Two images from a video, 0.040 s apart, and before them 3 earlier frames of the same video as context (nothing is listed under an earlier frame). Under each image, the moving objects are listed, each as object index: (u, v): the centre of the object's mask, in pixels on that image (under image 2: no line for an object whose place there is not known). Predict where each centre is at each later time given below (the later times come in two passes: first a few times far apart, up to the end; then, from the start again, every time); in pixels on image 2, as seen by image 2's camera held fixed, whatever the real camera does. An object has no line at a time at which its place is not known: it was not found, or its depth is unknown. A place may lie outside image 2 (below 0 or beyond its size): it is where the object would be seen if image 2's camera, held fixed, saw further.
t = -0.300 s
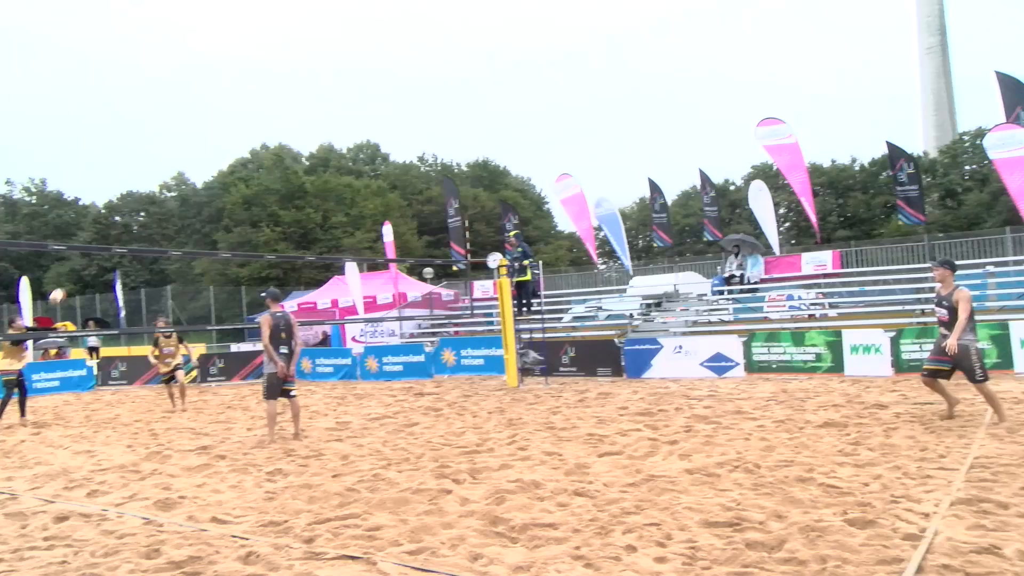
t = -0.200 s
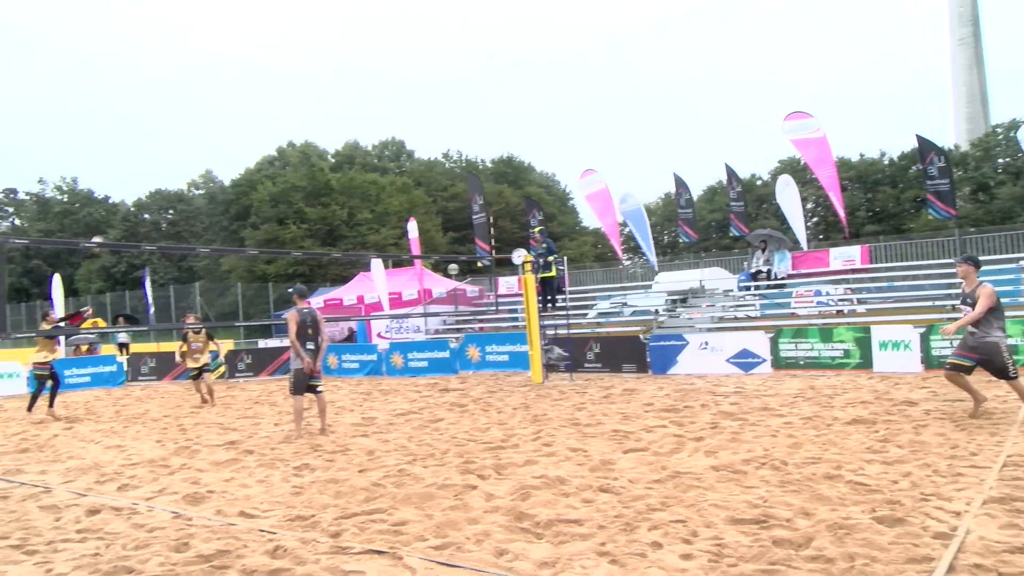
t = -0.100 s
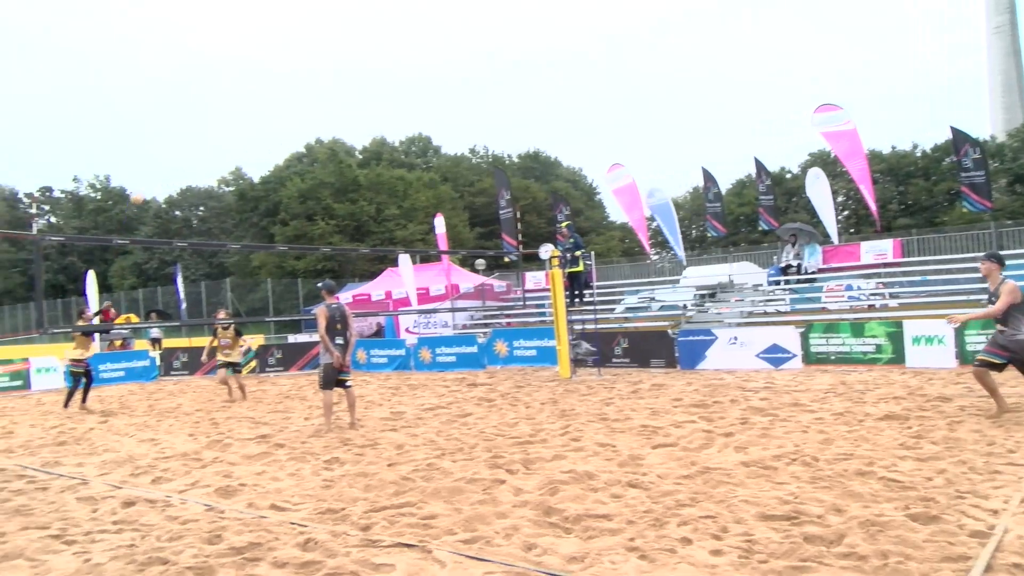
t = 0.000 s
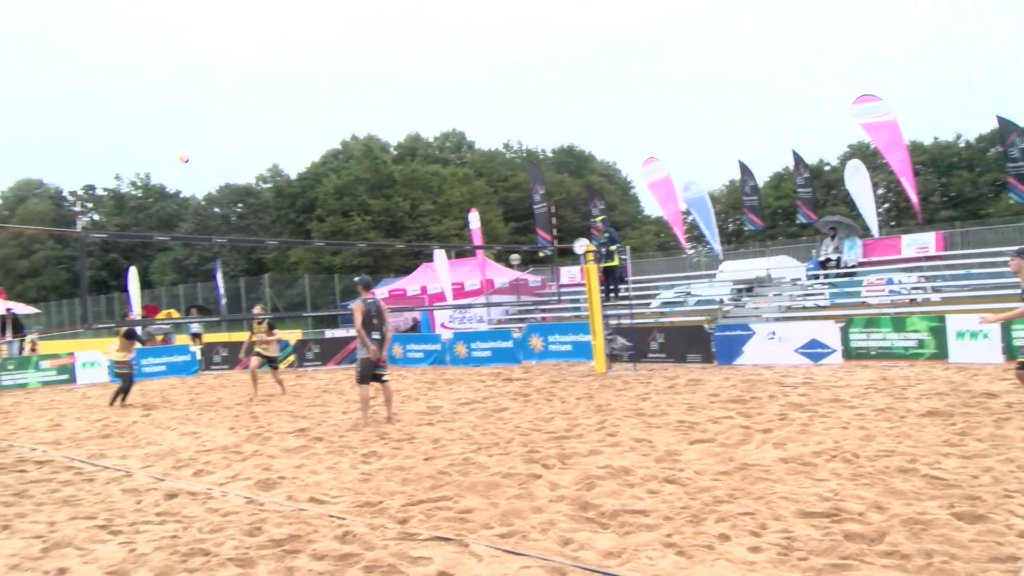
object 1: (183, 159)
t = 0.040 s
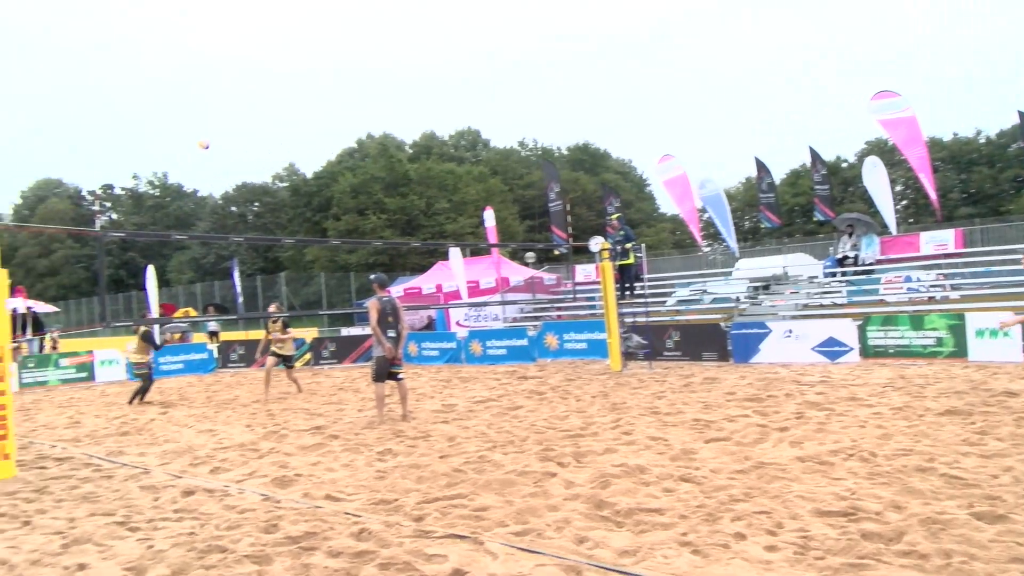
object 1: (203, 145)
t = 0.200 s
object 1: (220, 100)
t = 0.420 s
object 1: (242, 63)
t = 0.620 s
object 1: (259, 53)
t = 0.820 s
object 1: (278, 66)
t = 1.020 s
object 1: (299, 101)
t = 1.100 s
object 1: (308, 121)
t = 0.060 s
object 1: (205, 138)
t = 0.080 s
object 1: (208, 132)
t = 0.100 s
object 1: (210, 126)
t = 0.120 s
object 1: (212, 121)
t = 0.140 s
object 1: (214, 115)
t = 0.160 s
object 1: (215, 109)
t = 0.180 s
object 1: (217, 104)
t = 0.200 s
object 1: (220, 100)
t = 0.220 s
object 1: (221, 95)
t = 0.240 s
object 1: (224, 91)
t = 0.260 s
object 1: (226, 87)
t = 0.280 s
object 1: (228, 83)
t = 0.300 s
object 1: (230, 79)
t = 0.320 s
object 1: (232, 76)
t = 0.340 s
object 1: (233, 73)
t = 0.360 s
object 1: (235, 70)
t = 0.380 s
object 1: (237, 68)
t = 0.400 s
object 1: (240, 65)
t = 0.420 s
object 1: (242, 63)
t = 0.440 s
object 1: (243, 61)
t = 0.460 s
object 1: (245, 59)
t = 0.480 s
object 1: (246, 58)
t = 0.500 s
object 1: (248, 56)
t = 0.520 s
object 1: (250, 55)
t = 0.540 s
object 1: (252, 55)
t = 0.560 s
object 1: (254, 55)
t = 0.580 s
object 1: (256, 54)
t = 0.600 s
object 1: (257, 54)
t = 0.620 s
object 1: (259, 53)
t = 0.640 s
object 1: (261, 54)
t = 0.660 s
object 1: (262, 54)
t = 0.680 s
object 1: (264, 55)
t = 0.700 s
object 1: (267, 56)
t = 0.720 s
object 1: (269, 57)
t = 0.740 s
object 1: (271, 58)
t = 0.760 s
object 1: (272, 59)
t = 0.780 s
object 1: (275, 61)
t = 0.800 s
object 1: (276, 63)
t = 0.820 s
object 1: (278, 66)
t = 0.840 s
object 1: (280, 69)
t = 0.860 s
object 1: (282, 71)
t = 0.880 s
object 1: (284, 74)
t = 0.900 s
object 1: (286, 77)
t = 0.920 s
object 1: (289, 80)
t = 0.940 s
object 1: (290, 84)
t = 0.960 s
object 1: (293, 88)
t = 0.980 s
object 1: (294, 92)
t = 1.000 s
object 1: (297, 96)
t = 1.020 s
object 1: (299, 101)
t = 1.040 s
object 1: (302, 106)
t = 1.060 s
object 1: (304, 111)
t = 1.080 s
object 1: (306, 115)
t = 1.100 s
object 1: (308, 121)
